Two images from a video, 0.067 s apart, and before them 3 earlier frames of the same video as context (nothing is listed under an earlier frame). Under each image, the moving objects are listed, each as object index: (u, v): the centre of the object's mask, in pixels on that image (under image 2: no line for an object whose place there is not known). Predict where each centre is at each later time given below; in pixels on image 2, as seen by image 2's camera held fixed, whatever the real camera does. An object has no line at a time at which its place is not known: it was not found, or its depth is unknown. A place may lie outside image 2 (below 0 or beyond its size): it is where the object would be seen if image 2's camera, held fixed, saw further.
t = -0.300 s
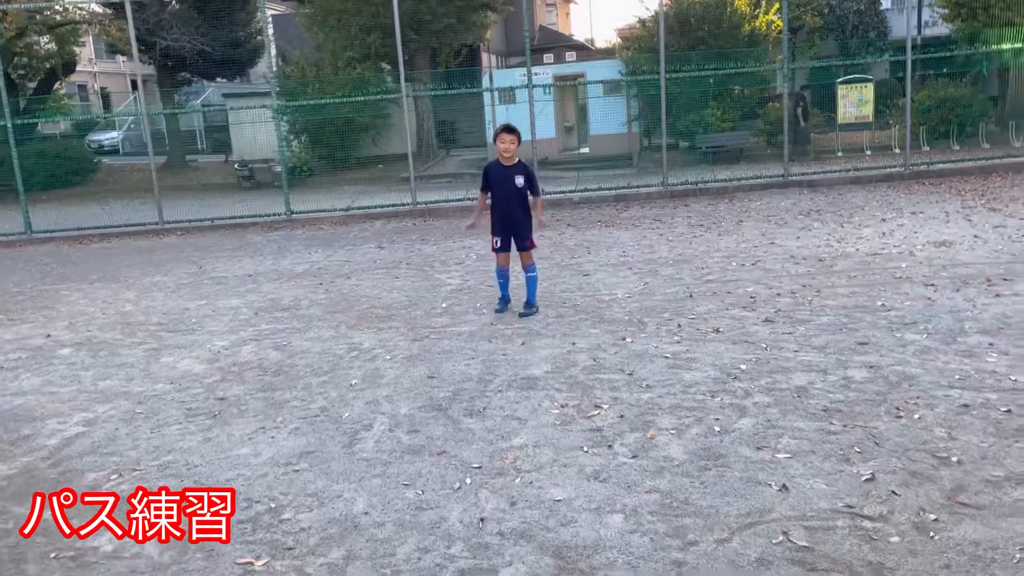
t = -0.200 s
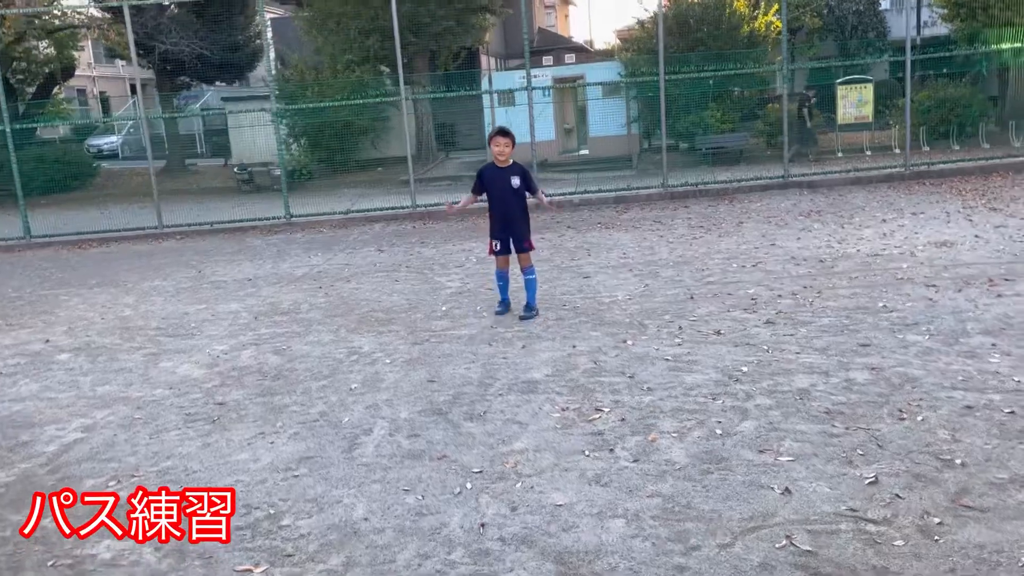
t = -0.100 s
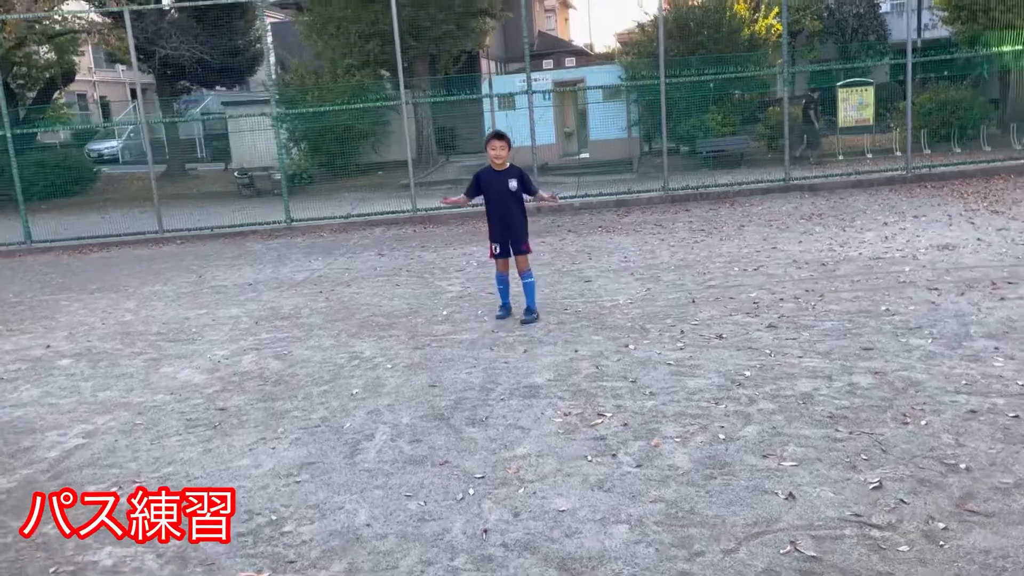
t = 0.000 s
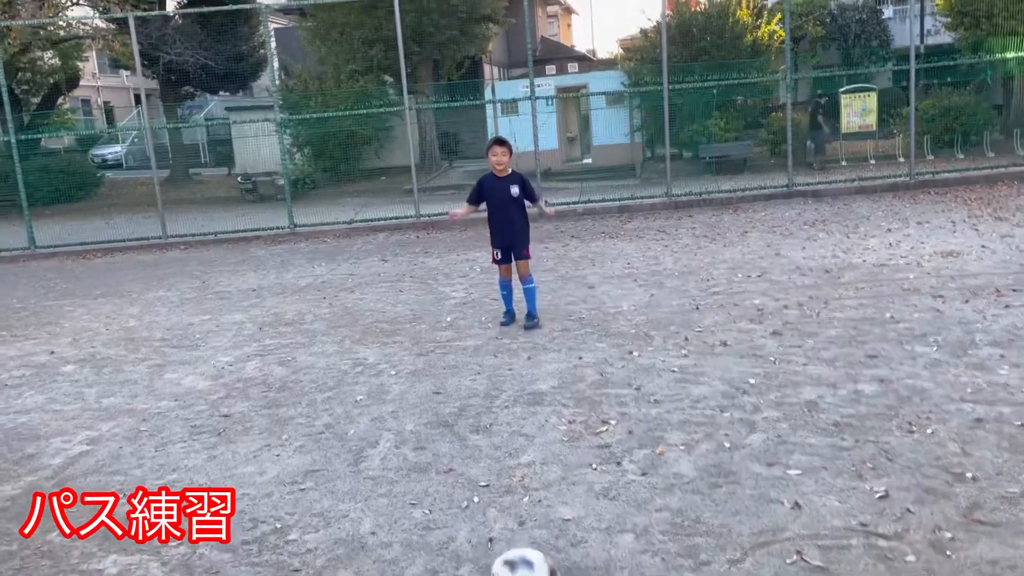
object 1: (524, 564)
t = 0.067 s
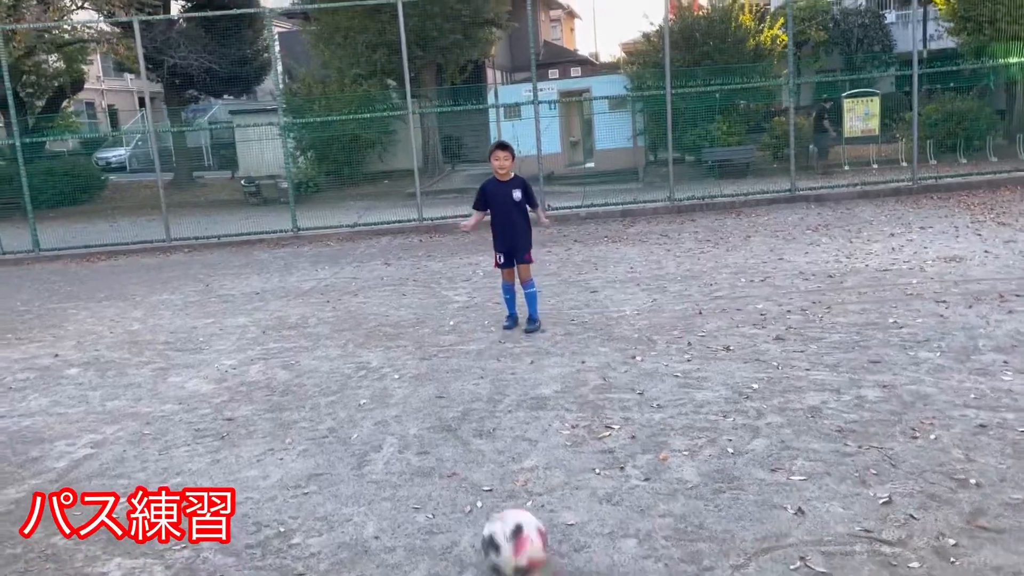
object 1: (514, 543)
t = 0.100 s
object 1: (509, 527)
